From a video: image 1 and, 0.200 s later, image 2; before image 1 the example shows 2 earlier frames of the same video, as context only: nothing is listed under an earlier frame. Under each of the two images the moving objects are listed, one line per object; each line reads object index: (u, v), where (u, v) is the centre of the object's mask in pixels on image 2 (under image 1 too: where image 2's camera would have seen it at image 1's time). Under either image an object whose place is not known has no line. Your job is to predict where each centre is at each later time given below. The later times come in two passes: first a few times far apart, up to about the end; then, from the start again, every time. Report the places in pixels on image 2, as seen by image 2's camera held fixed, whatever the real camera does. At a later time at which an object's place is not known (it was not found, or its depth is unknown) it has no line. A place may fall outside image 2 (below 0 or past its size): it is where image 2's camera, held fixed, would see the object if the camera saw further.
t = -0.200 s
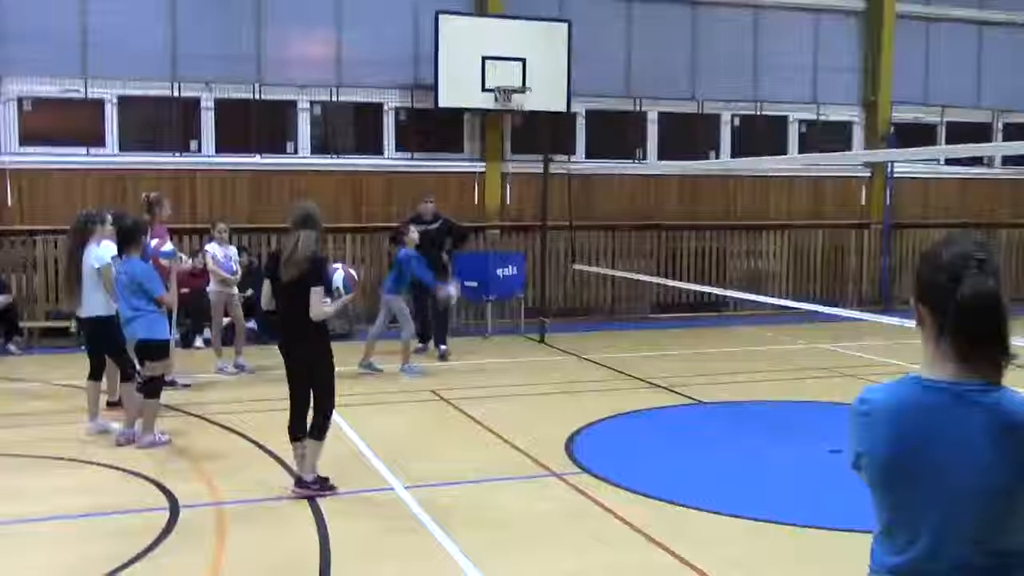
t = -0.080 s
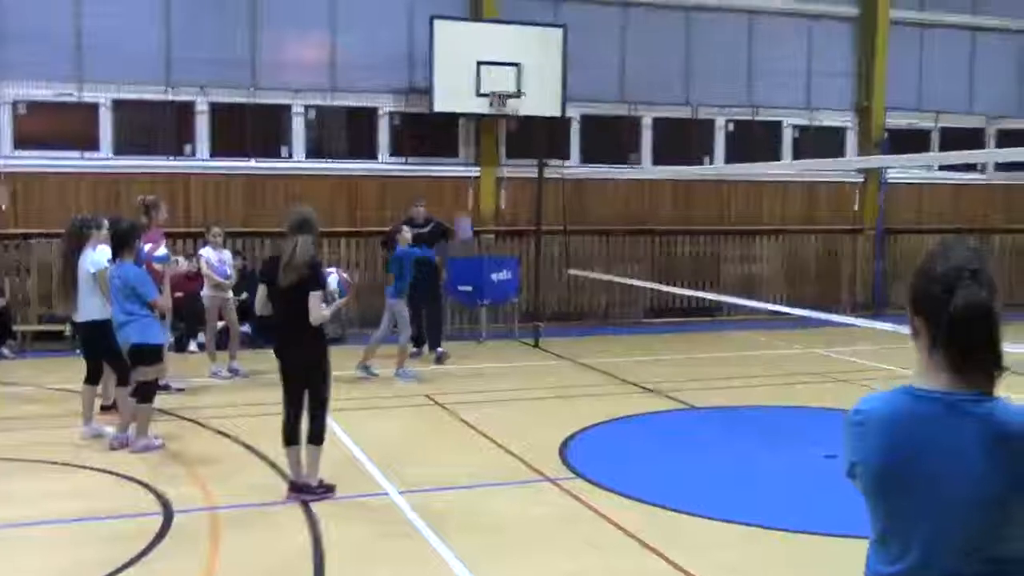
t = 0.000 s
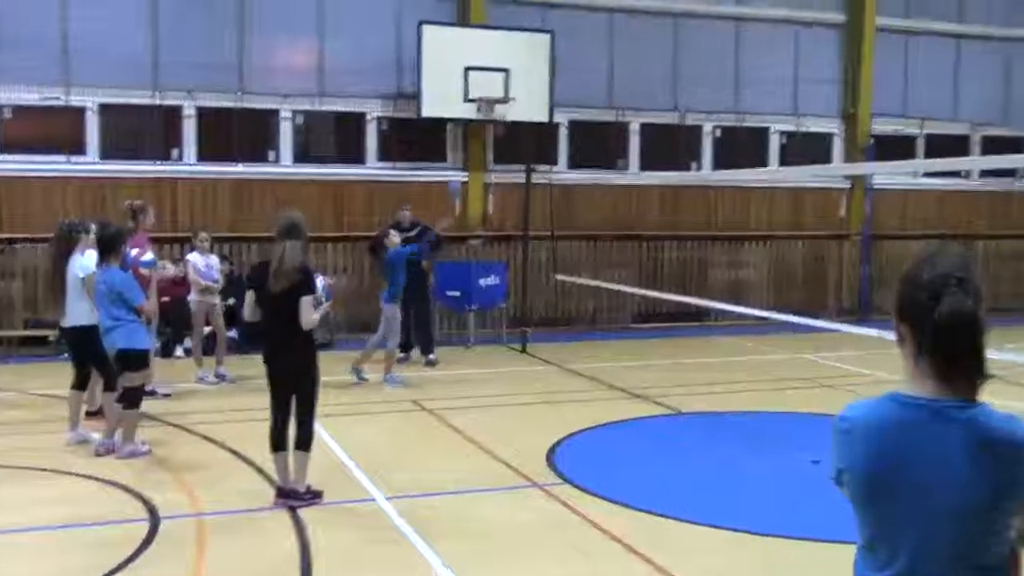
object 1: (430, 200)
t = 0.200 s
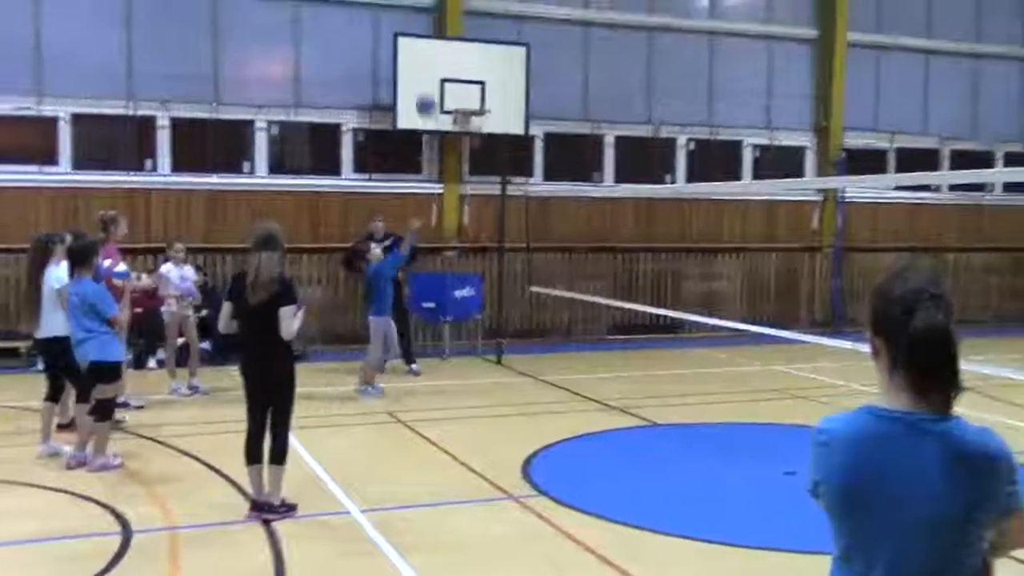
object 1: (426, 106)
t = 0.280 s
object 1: (427, 81)
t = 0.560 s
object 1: (427, 44)
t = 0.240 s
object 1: (426, 92)
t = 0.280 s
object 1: (427, 81)
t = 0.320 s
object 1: (426, 69)
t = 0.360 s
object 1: (426, 61)
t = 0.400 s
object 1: (427, 55)
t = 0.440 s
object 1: (427, 50)
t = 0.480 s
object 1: (426, 47)
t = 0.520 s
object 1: (426, 45)
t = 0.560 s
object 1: (427, 44)
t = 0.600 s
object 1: (427, 45)
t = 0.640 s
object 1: (427, 49)
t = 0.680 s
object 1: (427, 54)
